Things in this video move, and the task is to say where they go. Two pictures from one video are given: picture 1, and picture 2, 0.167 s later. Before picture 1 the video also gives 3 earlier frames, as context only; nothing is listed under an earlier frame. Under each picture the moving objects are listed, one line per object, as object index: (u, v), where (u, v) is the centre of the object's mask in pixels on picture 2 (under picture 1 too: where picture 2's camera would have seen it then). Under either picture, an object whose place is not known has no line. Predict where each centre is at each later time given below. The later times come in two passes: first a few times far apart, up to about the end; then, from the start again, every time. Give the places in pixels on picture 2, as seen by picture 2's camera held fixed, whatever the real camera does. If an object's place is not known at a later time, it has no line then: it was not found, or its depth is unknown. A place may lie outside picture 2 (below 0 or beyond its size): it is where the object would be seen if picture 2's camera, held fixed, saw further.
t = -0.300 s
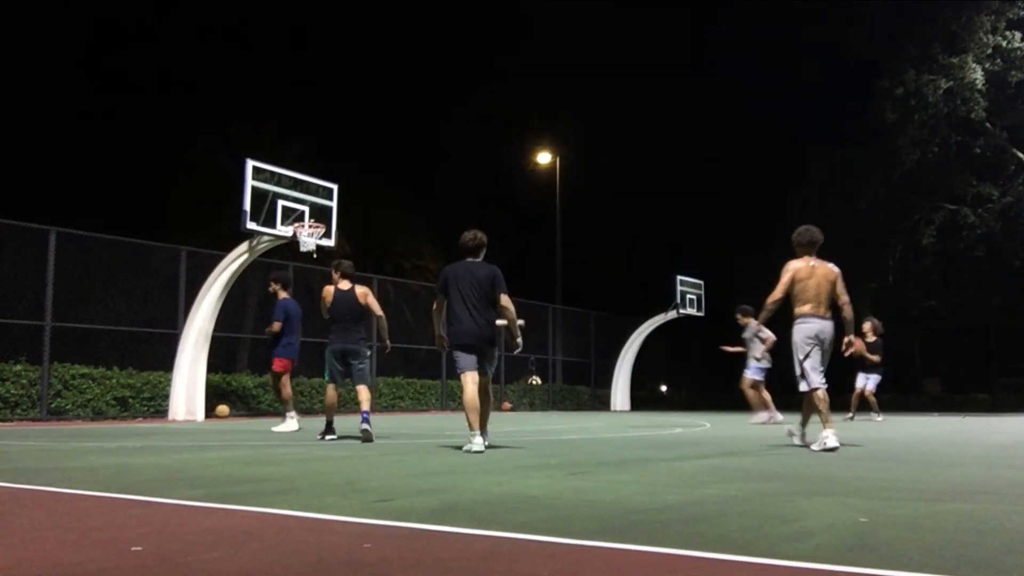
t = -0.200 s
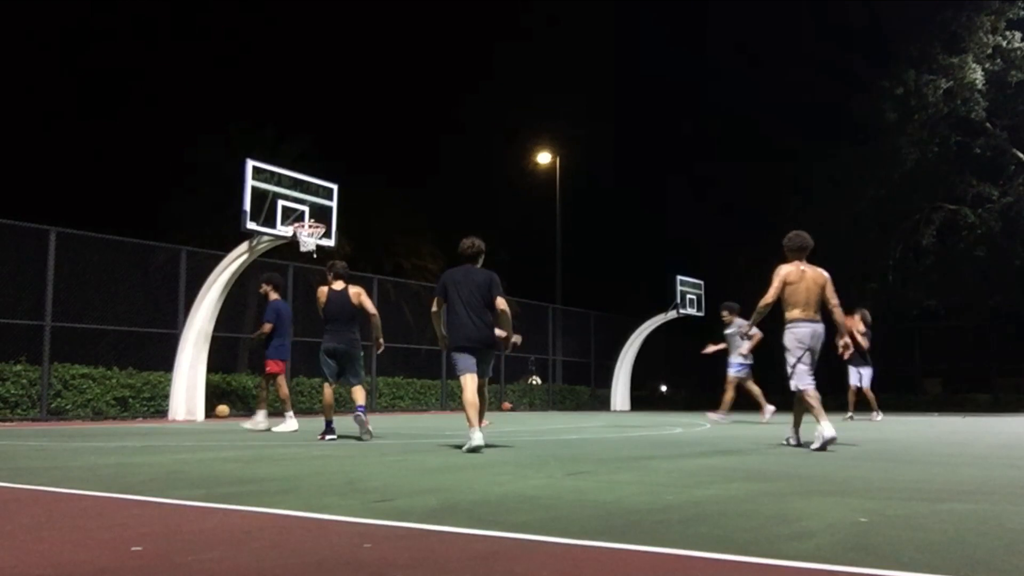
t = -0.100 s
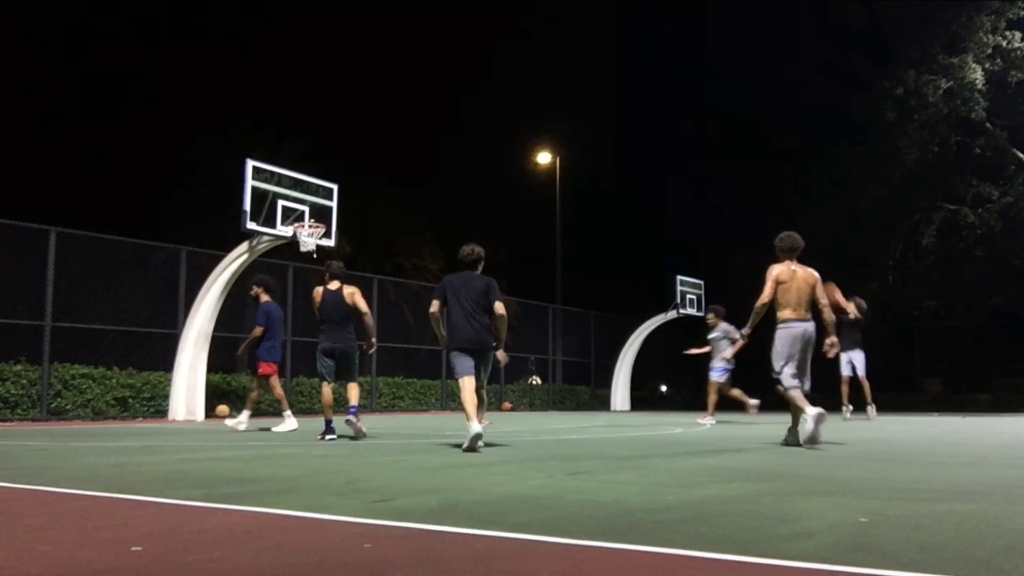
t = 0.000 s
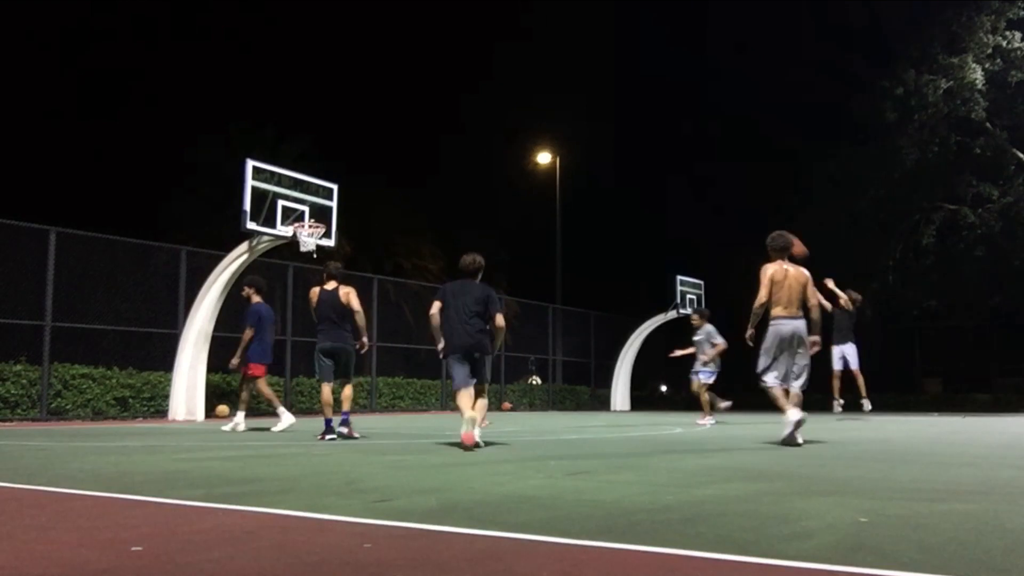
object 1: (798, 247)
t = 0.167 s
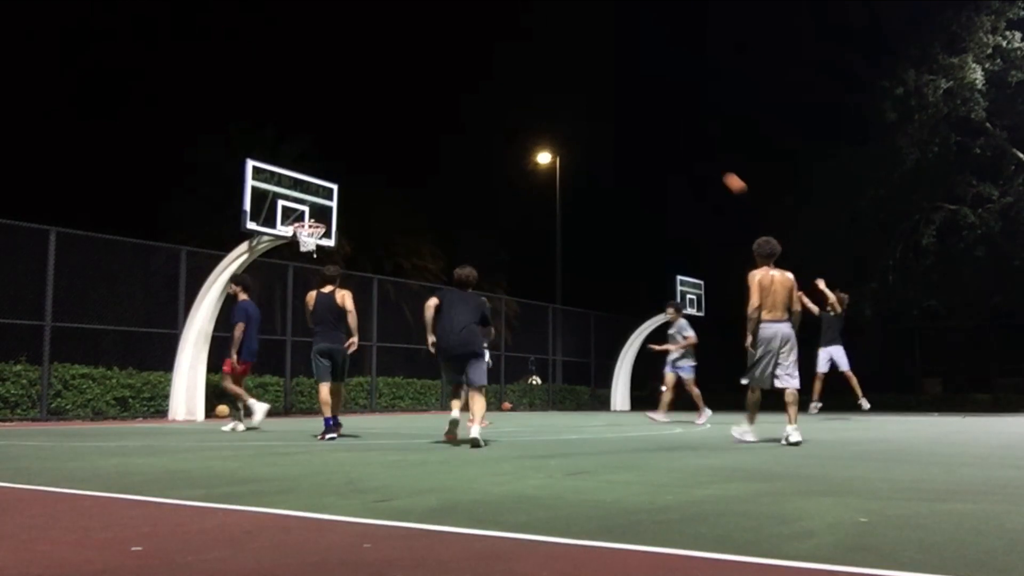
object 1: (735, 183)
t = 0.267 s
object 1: (699, 153)
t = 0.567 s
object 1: (594, 101)
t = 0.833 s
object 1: (503, 100)
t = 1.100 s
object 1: (414, 139)
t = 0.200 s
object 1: (722, 173)
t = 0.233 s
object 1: (711, 163)
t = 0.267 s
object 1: (699, 153)
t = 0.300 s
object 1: (686, 145)
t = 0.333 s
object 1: (675, 137)
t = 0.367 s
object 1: (663, 130)
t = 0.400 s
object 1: (652, 124)
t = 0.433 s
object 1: (640, 118)
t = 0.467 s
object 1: (628, 113)
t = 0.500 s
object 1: (617, 109)
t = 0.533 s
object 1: (605, 105)
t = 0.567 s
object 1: (594, 101)
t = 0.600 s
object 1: (582, 99)
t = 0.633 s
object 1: (571, 97)
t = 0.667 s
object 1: (560, 96)
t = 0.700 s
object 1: (549, 95)
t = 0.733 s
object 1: (537, 96)
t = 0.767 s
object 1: (526, 96)
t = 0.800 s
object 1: (515, 98)
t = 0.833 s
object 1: (503, 100)
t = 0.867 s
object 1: (492, 103)
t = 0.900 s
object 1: (481, 106)
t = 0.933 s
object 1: (470, 110)
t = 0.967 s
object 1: (459, 114)
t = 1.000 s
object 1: (448, 120)
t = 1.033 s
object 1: (436, 125)
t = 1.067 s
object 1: (425, 132)
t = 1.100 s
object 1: (414, 139)
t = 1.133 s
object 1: (403, 147)
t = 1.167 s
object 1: (391, 156)
